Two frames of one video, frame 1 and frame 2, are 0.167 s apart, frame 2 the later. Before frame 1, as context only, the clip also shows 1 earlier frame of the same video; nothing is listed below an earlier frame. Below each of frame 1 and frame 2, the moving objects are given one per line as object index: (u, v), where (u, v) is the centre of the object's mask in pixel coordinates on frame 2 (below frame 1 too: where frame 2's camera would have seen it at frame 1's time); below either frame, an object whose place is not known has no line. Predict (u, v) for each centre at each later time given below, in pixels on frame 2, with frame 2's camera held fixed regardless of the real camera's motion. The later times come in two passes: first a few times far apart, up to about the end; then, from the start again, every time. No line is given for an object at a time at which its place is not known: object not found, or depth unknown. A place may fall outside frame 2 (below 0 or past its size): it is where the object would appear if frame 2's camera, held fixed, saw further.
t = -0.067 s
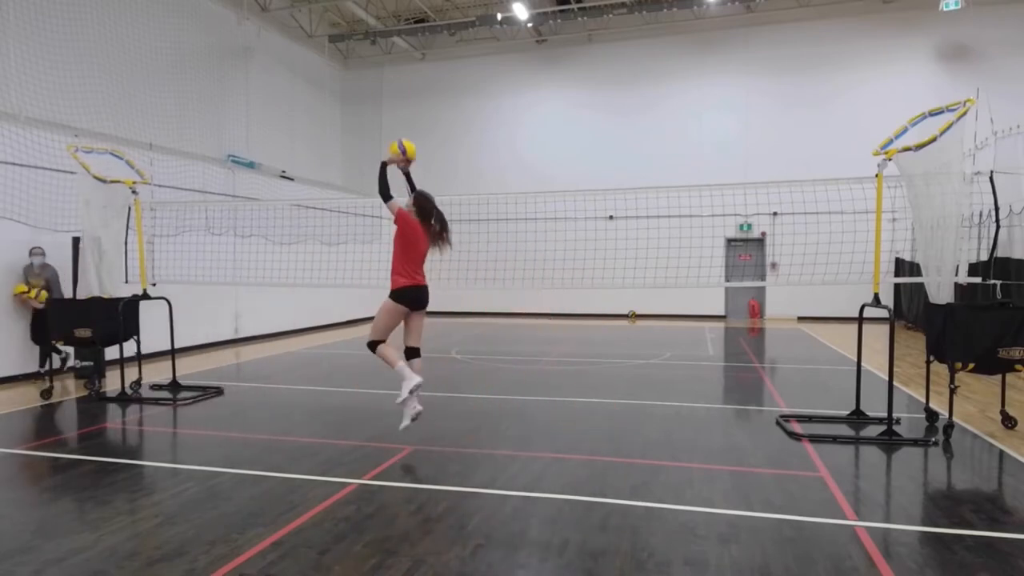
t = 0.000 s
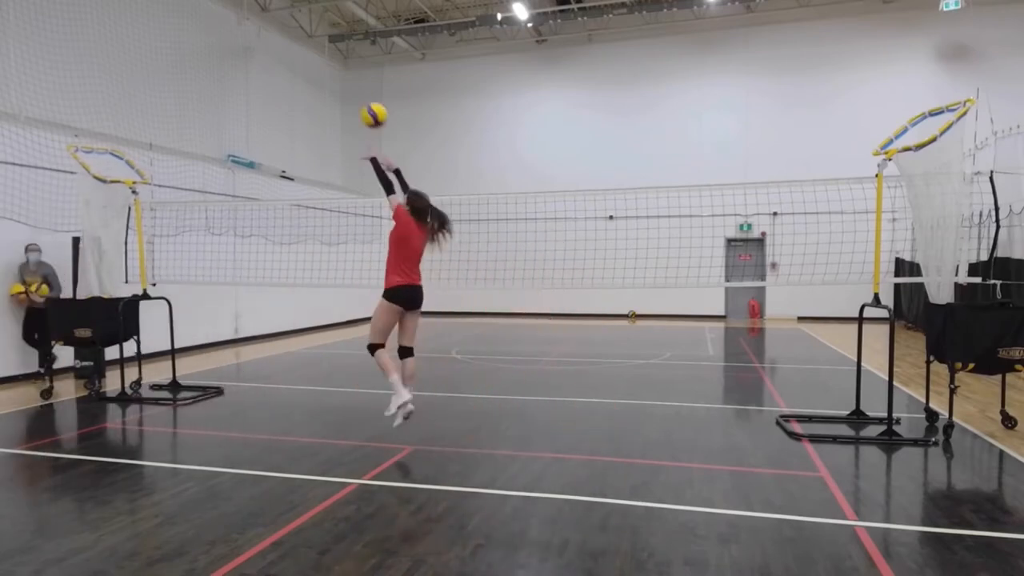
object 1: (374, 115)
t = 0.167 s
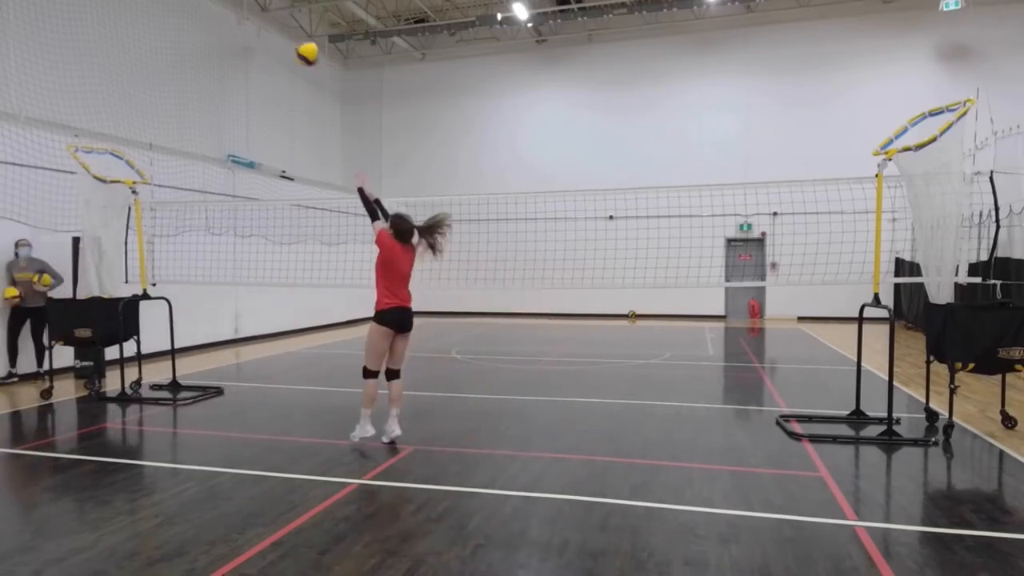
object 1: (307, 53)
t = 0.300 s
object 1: (261, 33)
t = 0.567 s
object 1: (184, 49)
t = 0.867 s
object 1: (114, 144)
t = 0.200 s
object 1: (295, 46)
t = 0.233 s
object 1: (283, 40)
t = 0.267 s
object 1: (272, 36)
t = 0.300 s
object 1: (261, 33)
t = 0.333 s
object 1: (250, 31)
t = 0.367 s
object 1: (240, 30)
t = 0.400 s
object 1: (230, 30)
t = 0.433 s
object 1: (220, 32)
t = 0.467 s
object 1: (210, 34)
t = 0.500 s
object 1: (201, 38)
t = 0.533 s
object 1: (192, 43)
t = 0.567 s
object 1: (184, 49)
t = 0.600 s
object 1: (175, 56)
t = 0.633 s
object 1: (166, 64)
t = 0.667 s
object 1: (158, 72)
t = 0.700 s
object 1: (150, 82)
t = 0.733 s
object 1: (142, 93)
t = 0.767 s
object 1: (135, 104)
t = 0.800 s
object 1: (127, 117)
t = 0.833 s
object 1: (121, 130)
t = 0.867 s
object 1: (114, 144)
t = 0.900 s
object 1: (108, 158)
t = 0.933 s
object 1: (103, 170)
